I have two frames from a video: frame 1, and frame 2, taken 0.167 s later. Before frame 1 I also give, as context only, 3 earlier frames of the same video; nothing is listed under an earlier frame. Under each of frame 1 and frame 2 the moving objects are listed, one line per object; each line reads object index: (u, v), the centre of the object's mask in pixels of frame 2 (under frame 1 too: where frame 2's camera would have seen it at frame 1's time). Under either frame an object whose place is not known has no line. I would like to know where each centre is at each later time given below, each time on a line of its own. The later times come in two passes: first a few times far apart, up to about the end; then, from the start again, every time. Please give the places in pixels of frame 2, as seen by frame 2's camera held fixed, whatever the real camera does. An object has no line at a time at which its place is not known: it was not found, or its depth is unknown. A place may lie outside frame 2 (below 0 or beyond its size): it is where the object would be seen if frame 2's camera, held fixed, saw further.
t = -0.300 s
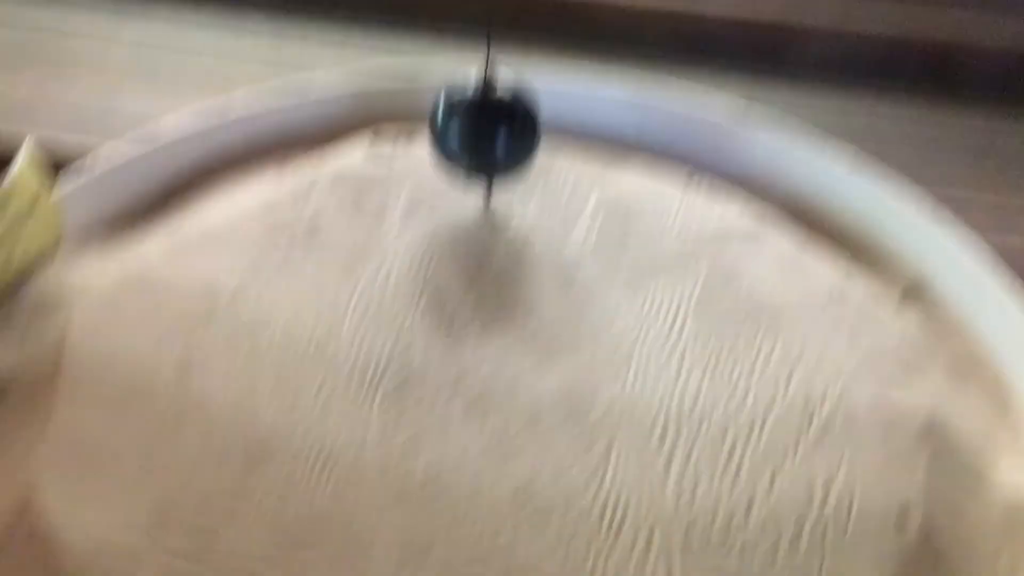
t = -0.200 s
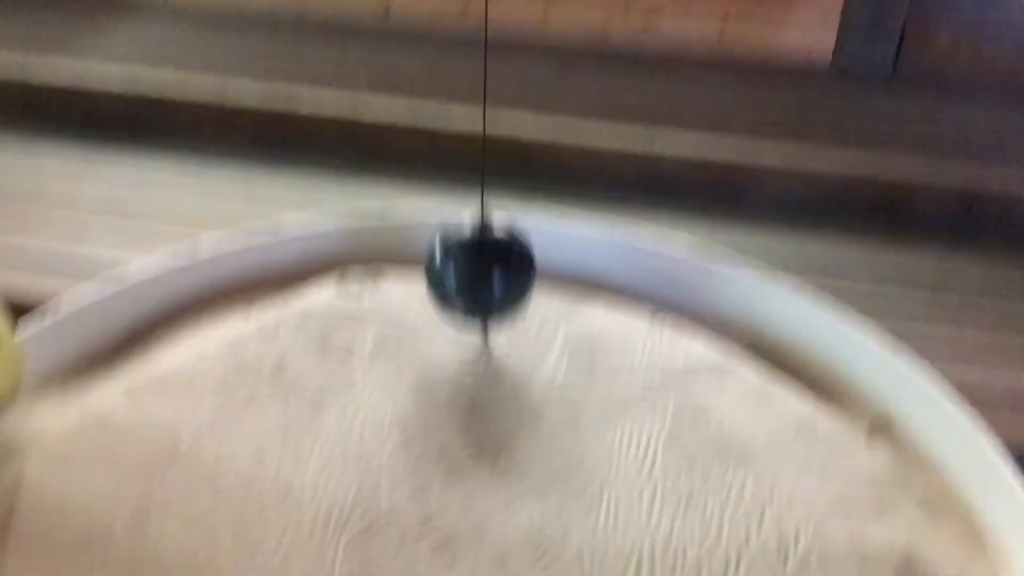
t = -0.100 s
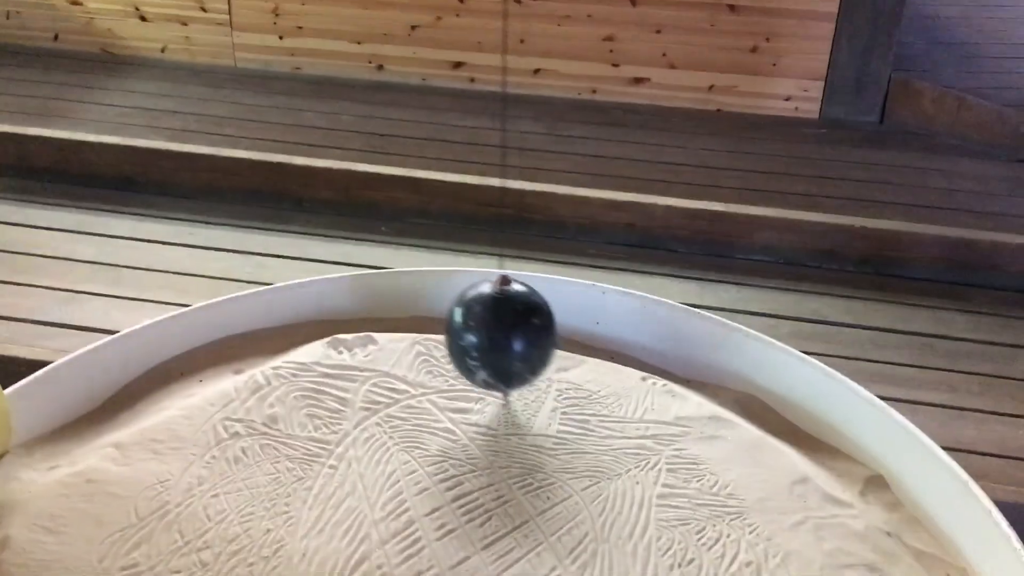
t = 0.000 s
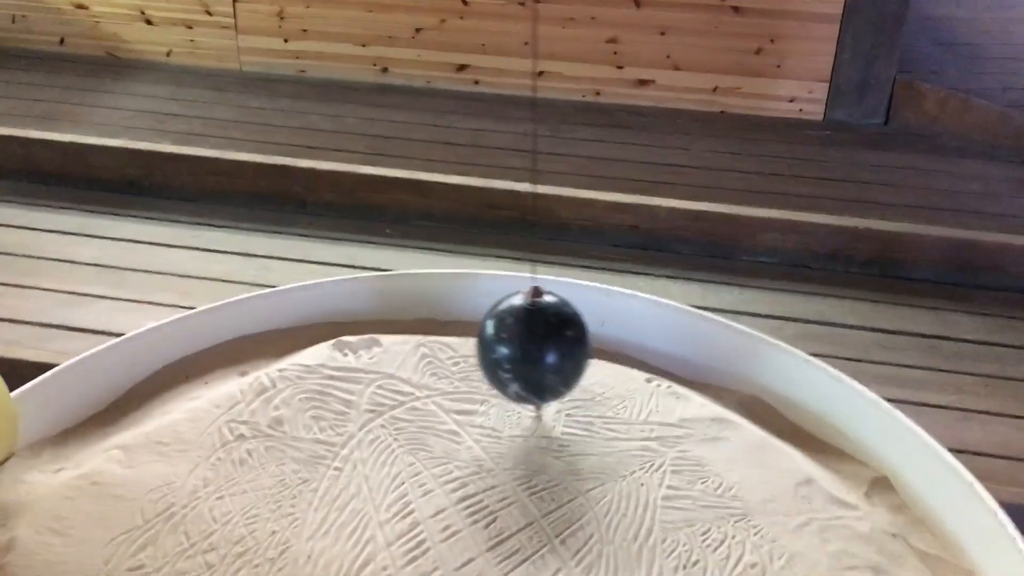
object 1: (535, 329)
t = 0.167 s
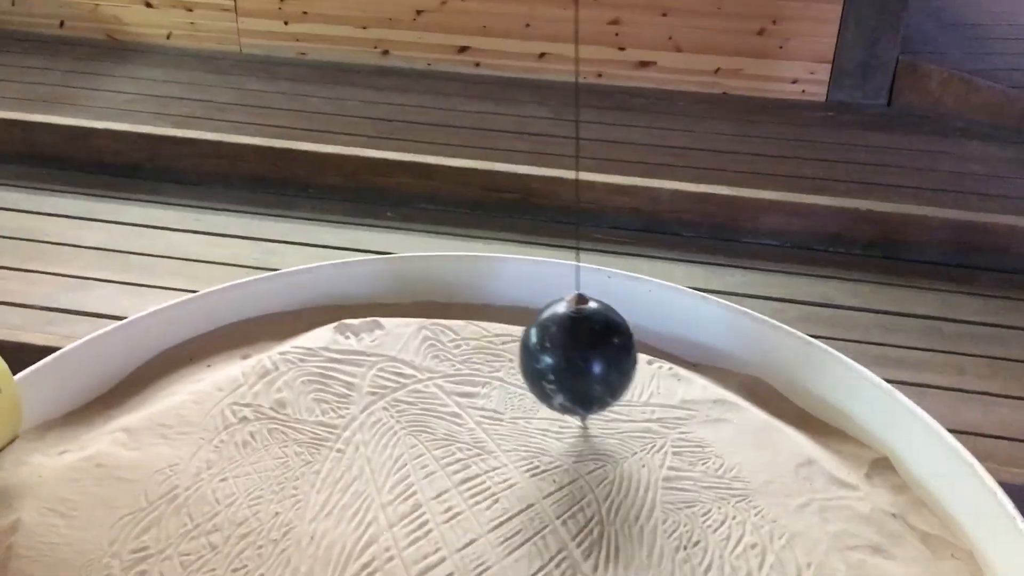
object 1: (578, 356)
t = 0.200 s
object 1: (586, 363)
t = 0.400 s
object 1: (627, 412)
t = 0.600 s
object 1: (651, 478)
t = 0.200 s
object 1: (586, 363)
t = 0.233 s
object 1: (594, 370)
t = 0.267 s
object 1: (601, 376)
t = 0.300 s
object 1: (609, 384)
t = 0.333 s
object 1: (615, 392)
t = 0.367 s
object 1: (621, 401)
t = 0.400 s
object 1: (627, 412)
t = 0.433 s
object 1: (632, 422)
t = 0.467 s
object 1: (637, 432)
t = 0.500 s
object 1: (642, 443)
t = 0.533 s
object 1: (646, 454)
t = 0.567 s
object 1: (649, 466)
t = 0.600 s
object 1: (651, 478)
